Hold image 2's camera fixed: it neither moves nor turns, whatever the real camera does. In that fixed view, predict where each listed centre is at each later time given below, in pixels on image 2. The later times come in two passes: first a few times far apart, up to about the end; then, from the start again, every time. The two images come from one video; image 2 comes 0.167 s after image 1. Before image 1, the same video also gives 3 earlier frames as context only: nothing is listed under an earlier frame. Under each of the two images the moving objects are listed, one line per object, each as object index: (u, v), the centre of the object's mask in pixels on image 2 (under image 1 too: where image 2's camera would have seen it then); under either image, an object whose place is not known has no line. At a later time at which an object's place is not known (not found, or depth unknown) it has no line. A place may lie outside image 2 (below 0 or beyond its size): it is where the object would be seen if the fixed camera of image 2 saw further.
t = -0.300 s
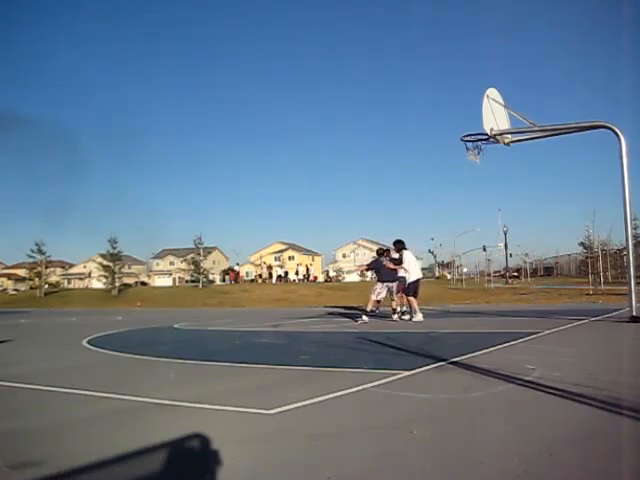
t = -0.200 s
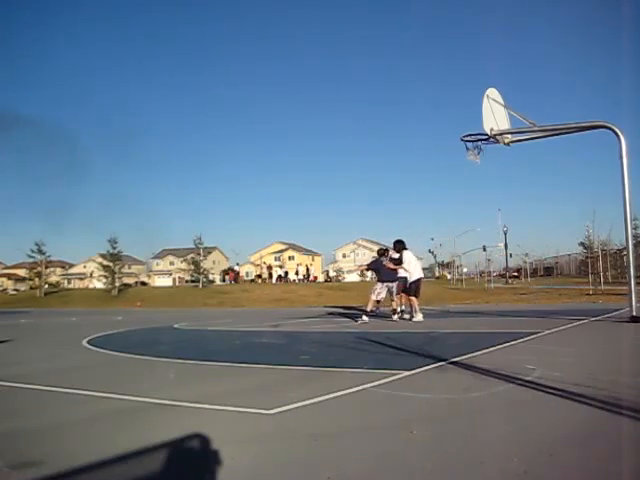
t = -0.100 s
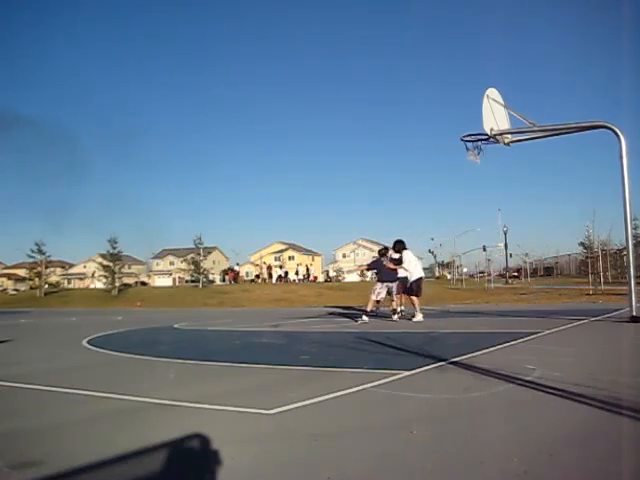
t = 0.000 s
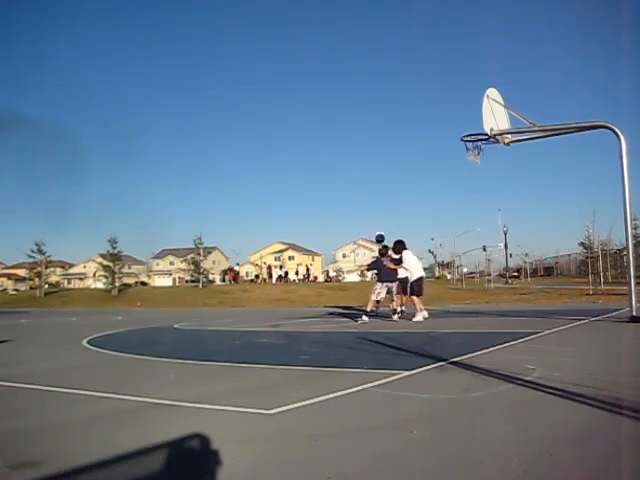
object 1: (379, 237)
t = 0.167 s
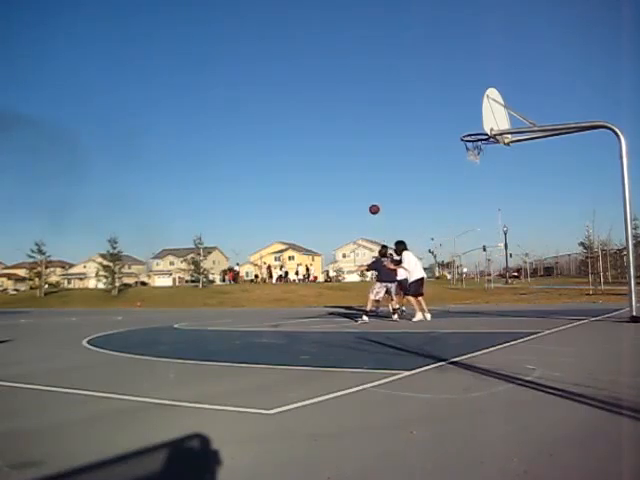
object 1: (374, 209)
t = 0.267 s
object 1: (371, 195)
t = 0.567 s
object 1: (361, 179)
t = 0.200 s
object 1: (373, 204)
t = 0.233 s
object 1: (371, 200)
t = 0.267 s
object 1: (371, 195)
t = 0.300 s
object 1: (370, 192)
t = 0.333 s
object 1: (368, 189)
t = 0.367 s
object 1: (367, 186)
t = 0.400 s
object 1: (366, 183)
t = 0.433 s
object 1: (365, 182)
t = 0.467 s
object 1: (364, 180)
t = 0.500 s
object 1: (363, 179)
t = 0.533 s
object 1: (362, 179)
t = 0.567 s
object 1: (361, 179)
